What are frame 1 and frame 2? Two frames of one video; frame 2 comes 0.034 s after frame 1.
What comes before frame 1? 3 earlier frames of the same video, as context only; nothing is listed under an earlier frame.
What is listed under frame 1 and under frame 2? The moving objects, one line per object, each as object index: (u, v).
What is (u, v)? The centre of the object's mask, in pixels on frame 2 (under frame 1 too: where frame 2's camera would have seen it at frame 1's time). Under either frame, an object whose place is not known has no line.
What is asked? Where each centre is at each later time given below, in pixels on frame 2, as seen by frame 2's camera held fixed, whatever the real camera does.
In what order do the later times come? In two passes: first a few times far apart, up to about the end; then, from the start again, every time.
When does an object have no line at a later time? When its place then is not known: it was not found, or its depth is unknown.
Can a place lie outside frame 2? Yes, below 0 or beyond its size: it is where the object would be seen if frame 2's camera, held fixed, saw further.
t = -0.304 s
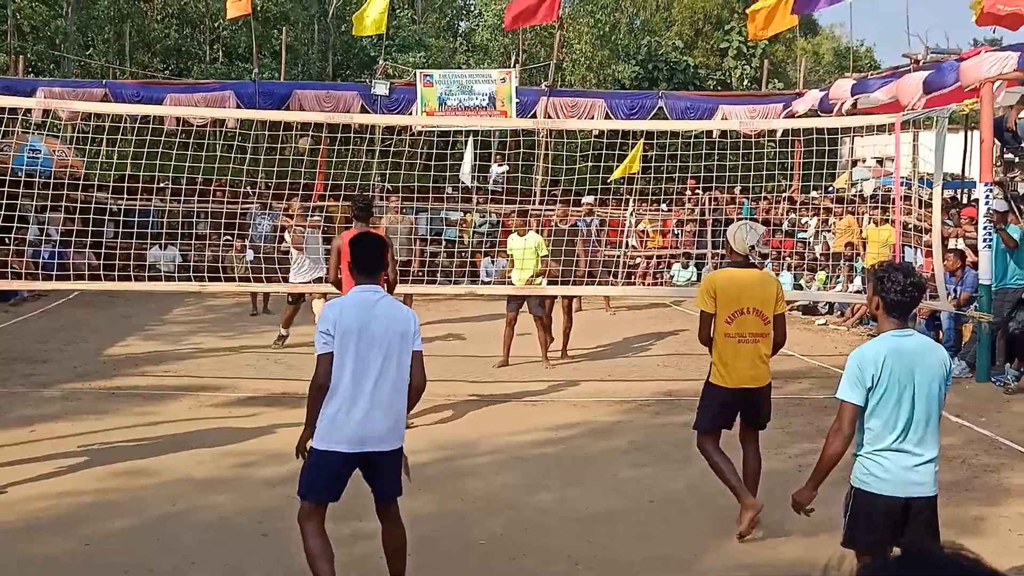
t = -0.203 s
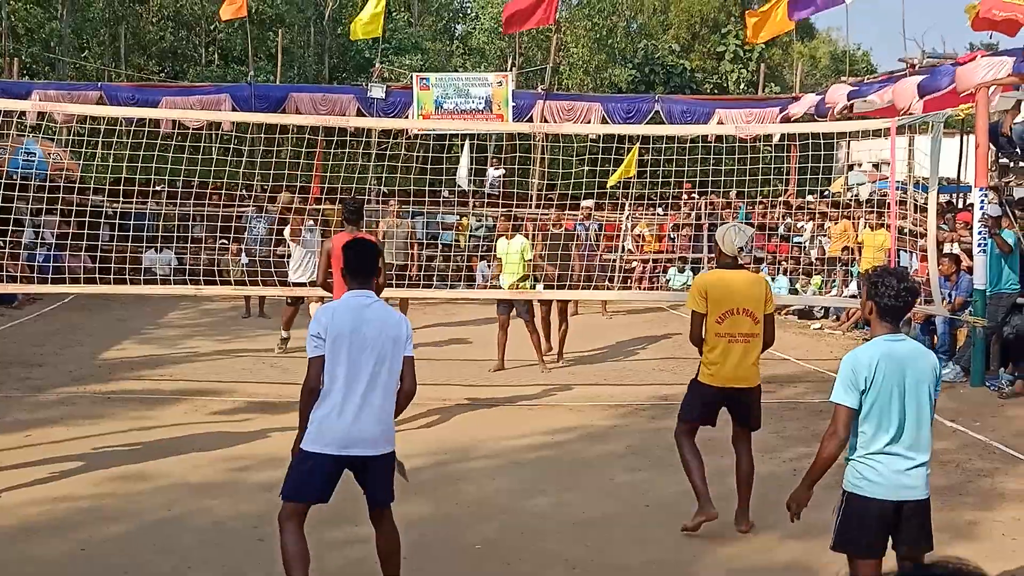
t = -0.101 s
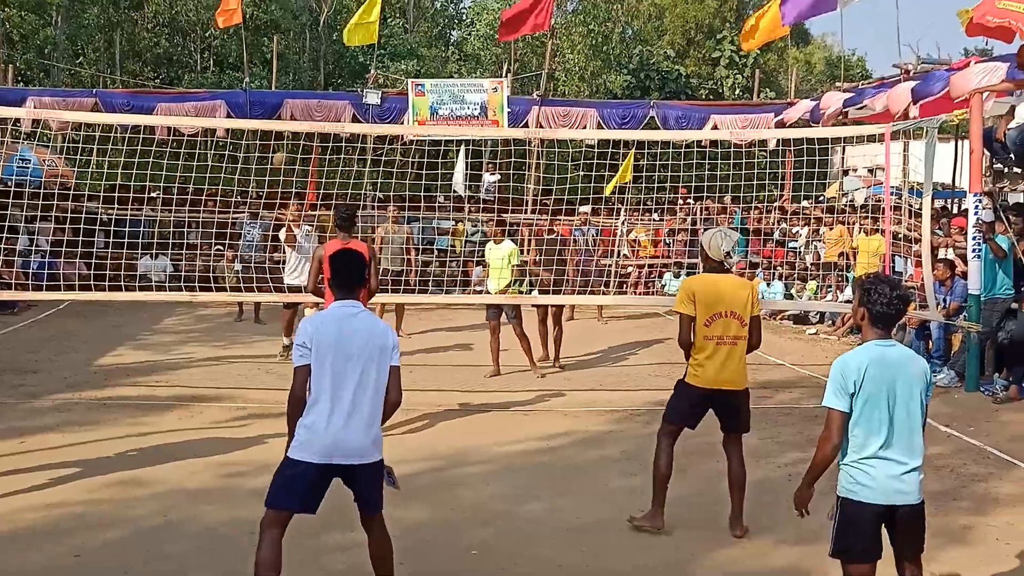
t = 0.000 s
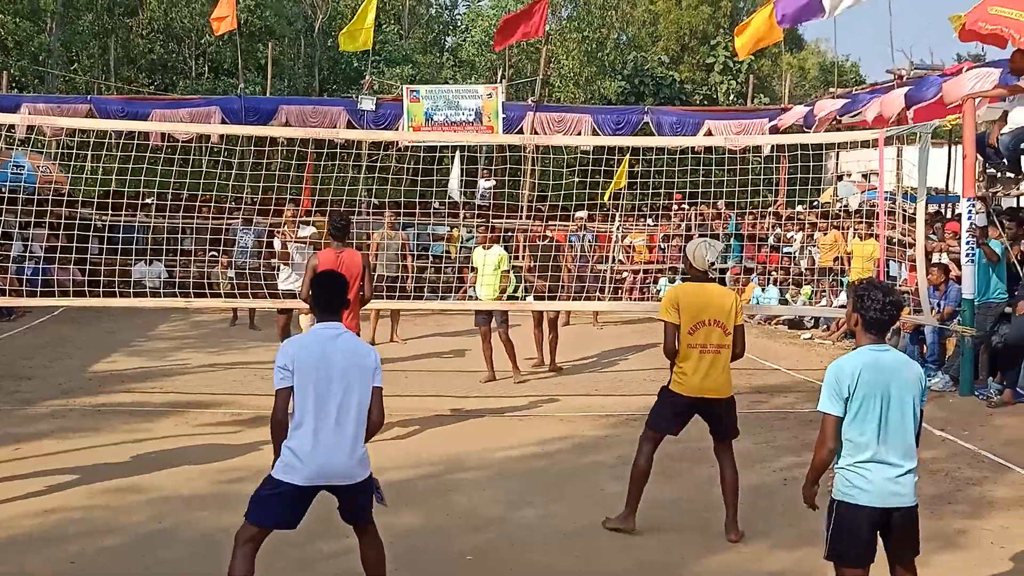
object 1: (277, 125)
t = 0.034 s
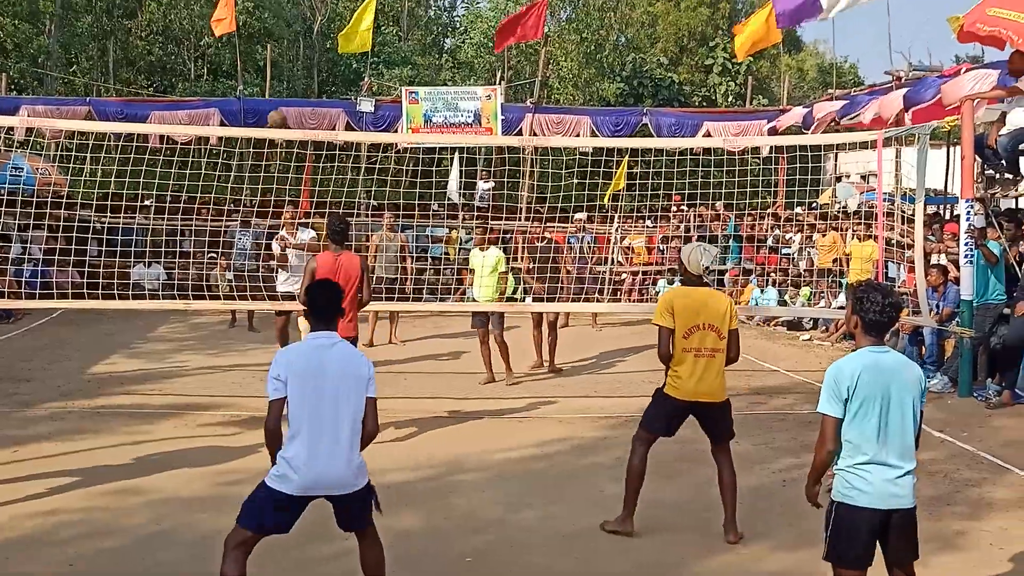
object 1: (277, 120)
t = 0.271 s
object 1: (279, 69)
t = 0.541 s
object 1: (281, 94)
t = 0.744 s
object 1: (283, 200)
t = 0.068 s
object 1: (277, 109)
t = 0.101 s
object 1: (277, 99)
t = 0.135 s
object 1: (277, 90)
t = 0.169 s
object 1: (278, 83)
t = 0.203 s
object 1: (278, 77)
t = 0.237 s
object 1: (279, 72)
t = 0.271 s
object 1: (279, 69)
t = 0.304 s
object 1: (278, 66)
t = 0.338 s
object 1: (279, 65)
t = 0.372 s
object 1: (279, 66)
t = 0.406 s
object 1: (280, 68)
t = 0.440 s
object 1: (281, 72)
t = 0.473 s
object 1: (281, 77)
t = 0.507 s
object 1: (281, 85)
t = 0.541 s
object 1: (281, 94)
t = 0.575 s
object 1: (281, 105)
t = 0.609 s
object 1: (281, 119)
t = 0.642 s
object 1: (282, 135)
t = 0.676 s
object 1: (282, 153)
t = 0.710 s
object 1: (282, 174)
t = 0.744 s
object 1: (283, 200)
